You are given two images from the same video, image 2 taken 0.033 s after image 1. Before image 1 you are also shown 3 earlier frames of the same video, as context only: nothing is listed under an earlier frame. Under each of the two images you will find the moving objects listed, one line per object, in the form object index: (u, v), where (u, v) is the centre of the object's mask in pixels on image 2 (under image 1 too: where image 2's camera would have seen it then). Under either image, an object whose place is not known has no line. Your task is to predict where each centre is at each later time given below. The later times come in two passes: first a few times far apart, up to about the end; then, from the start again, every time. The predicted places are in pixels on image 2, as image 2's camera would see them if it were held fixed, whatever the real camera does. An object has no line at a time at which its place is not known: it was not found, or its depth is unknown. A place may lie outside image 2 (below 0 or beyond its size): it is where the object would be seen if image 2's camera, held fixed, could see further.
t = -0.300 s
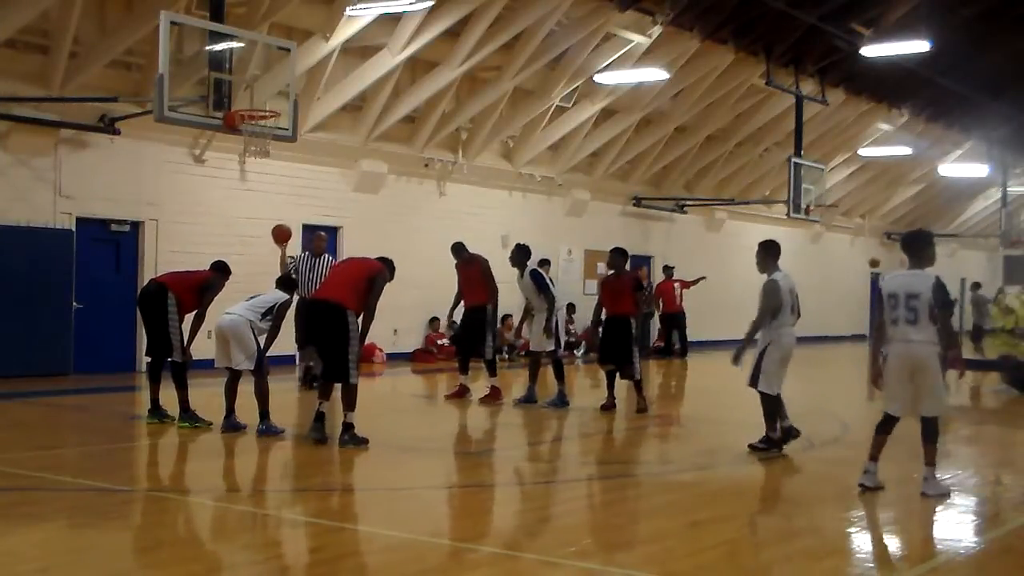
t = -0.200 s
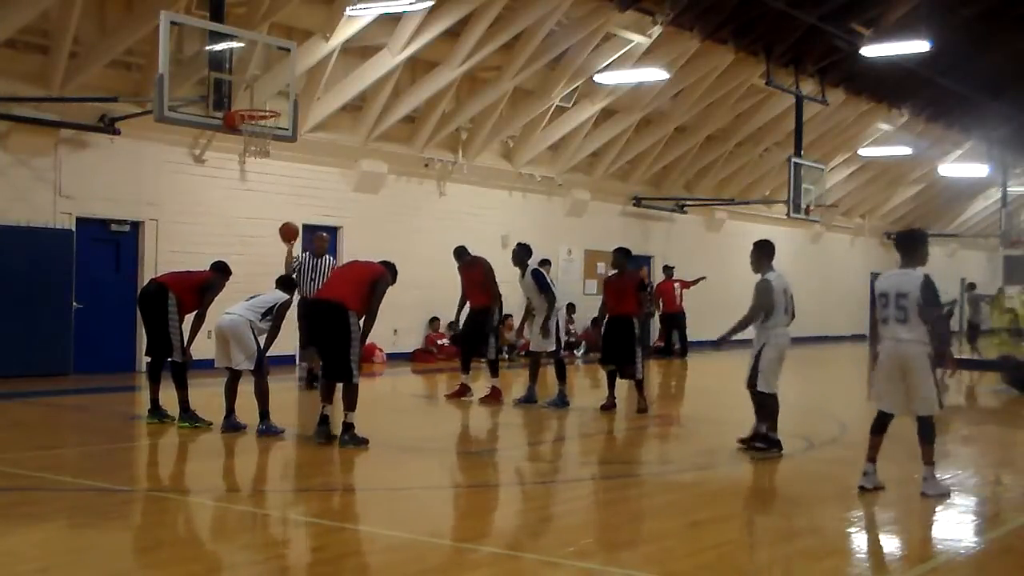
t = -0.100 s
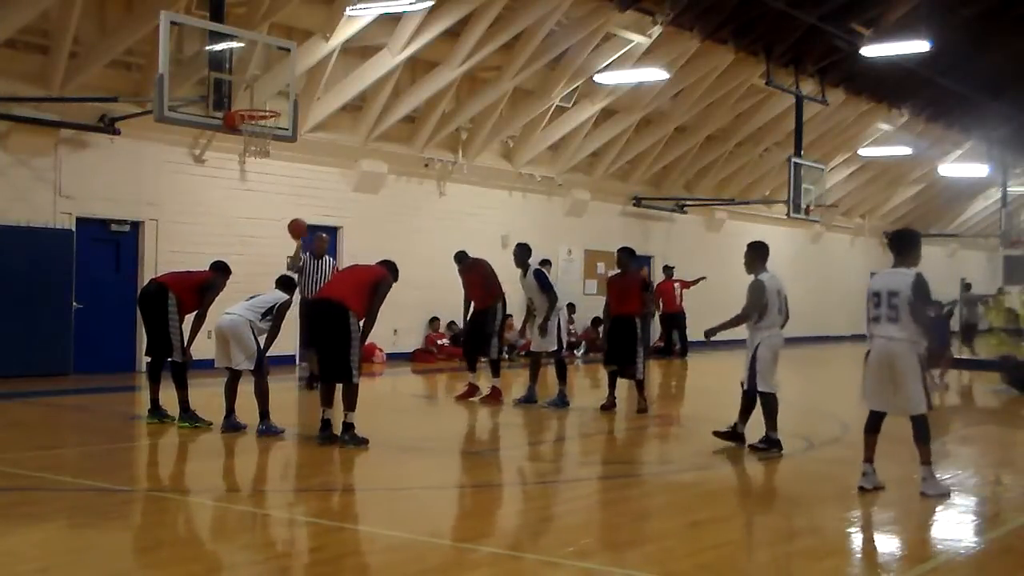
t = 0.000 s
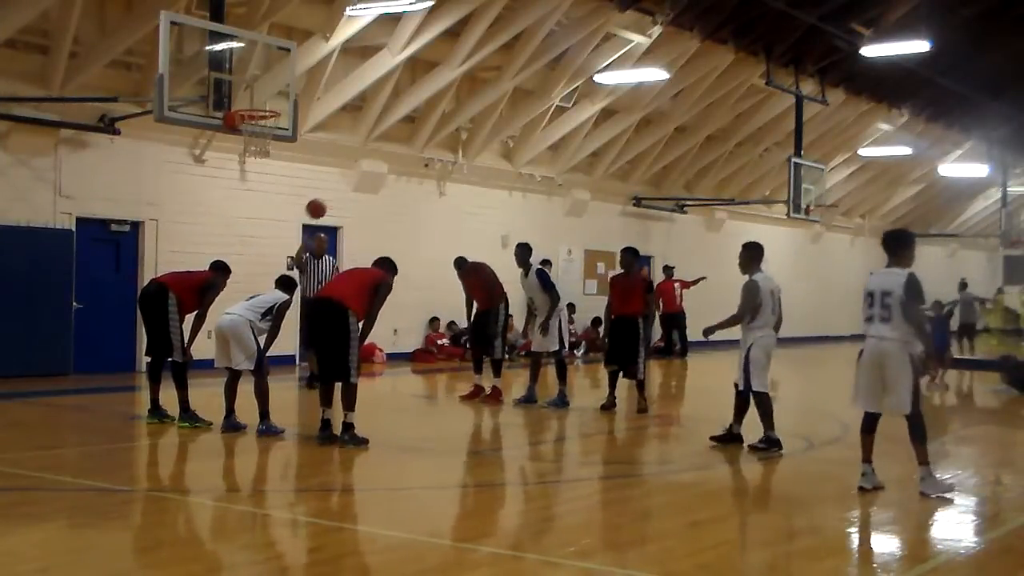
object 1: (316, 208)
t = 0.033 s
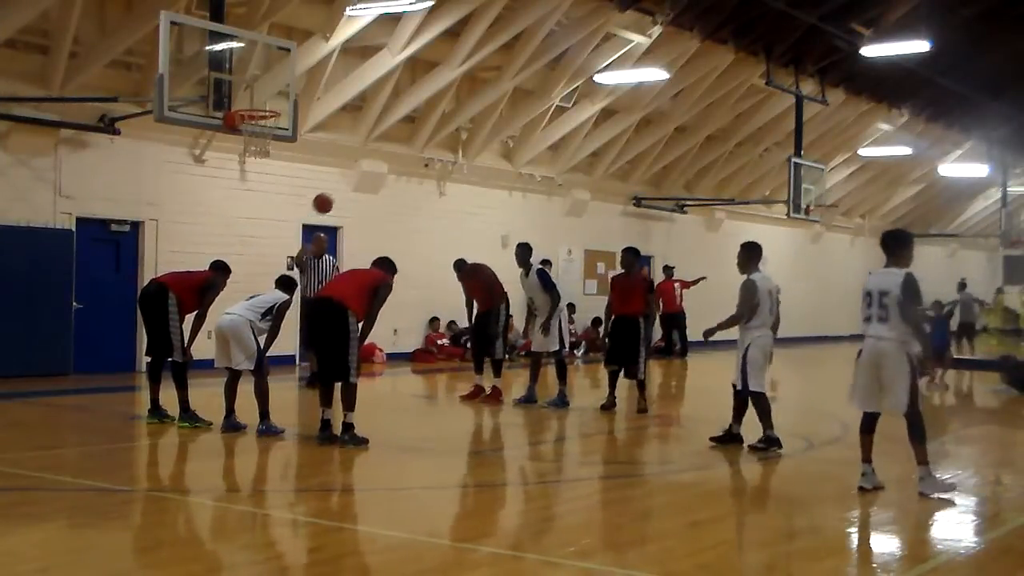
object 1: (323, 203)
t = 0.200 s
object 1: (358, 189)
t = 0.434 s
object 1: (411, 211)
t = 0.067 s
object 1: (330, 198)
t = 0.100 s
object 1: (337, 195)
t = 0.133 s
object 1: (344, 192)
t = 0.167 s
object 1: (351, 190)
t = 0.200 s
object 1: (358, 189)
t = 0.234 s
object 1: (366, 189)
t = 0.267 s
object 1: (373, 190)
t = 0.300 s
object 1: (380, 193)
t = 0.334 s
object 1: (388, 196)
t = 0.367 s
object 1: (396, 200)
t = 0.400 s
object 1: (403, 205)
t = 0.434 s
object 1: (411, 211)
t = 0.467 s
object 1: (419, 219)
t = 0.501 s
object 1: (427, 228)
